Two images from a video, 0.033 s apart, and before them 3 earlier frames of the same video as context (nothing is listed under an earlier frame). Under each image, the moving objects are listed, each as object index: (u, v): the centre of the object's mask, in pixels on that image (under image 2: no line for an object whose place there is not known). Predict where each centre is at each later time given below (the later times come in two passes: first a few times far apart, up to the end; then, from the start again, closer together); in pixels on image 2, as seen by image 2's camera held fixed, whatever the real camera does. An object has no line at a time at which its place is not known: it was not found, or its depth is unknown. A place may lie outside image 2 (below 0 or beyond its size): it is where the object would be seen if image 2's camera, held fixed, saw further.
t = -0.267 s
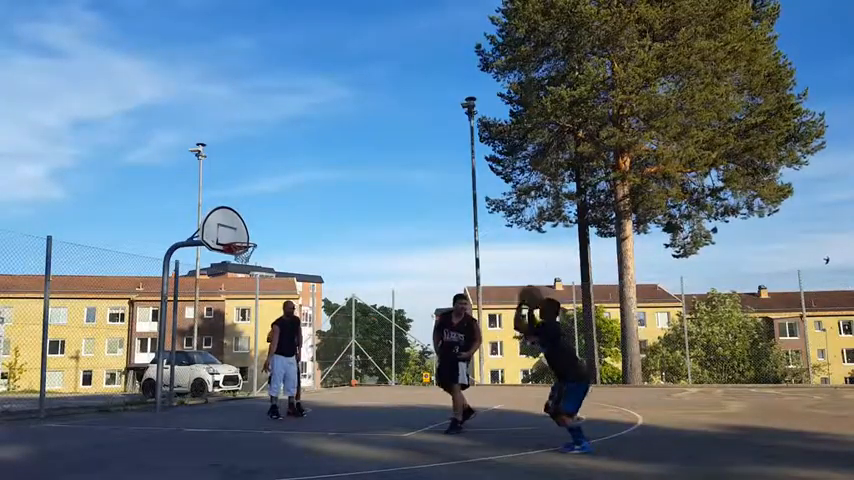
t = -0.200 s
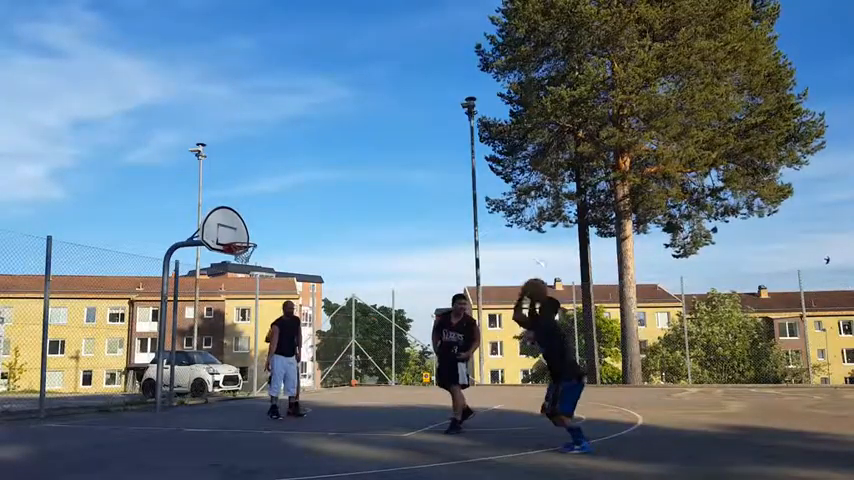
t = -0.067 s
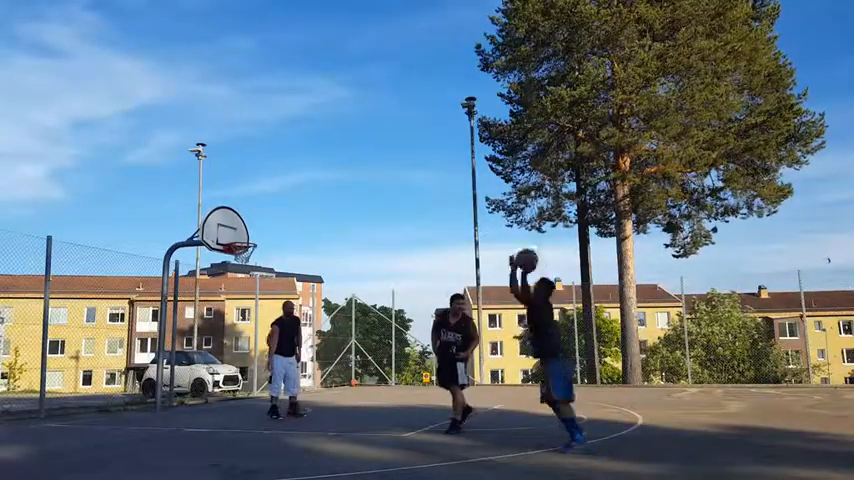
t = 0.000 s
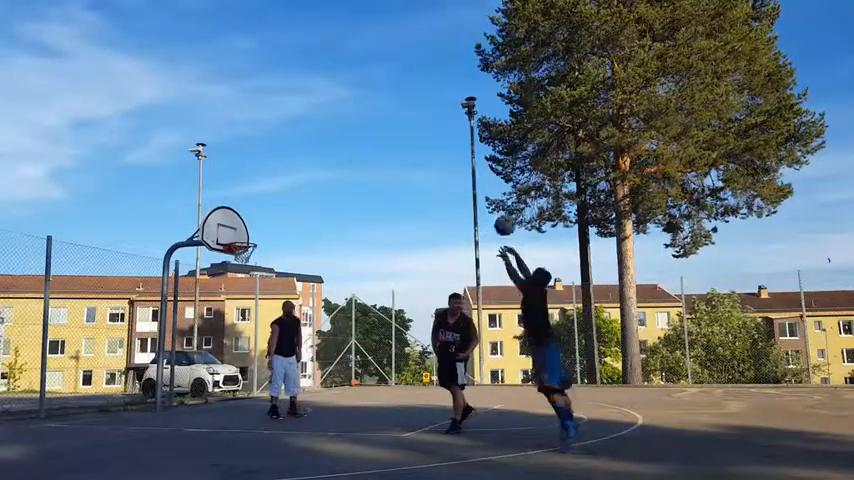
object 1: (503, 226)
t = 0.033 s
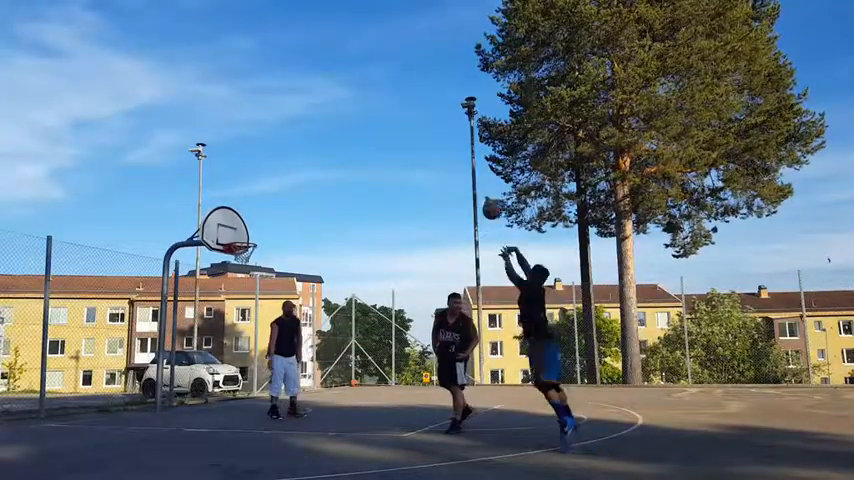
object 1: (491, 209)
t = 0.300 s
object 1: (410, 126)
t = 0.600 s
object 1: (341, 104)
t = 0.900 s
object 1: (286, 138)
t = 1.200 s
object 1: (239, 213)
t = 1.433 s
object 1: (229, 219)
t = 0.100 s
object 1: (470, 181)
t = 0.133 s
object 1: (458, 169)
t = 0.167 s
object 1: (447, 158)
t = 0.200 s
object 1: (438, 148)
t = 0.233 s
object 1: (429, 140)
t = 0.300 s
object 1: (410, 126)
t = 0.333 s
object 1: (402, 121)
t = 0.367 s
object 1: (394, 115)
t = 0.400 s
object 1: (385, 111)
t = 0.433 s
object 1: (377, 109)
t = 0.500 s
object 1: (362, 105)
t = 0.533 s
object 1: (355, 104)
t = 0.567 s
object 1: (348, 104)
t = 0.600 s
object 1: (341, 104)
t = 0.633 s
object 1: (334, 106)
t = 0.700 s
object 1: (321, 111)
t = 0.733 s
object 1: (315, 114)
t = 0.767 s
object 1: (309, 118)
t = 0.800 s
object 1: (303, 122)
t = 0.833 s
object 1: (297, 127)
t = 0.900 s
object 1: (286, 138)
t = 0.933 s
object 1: (280, 145)
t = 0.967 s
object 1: (275, 152)
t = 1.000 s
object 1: (269, 159)
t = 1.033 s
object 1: (264, 167)
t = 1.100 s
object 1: (254, 184)
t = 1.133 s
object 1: (249, 193)
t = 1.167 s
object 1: (244, 203)
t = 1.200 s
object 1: (239, 213)
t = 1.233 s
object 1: (234, 224)
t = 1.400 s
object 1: (226, 223)
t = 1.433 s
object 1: (229, 219)
